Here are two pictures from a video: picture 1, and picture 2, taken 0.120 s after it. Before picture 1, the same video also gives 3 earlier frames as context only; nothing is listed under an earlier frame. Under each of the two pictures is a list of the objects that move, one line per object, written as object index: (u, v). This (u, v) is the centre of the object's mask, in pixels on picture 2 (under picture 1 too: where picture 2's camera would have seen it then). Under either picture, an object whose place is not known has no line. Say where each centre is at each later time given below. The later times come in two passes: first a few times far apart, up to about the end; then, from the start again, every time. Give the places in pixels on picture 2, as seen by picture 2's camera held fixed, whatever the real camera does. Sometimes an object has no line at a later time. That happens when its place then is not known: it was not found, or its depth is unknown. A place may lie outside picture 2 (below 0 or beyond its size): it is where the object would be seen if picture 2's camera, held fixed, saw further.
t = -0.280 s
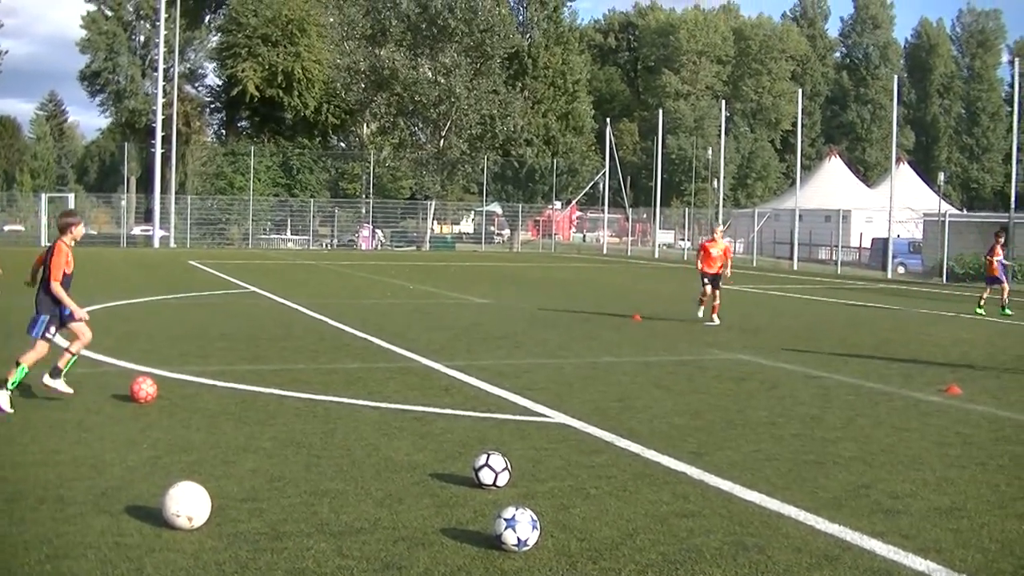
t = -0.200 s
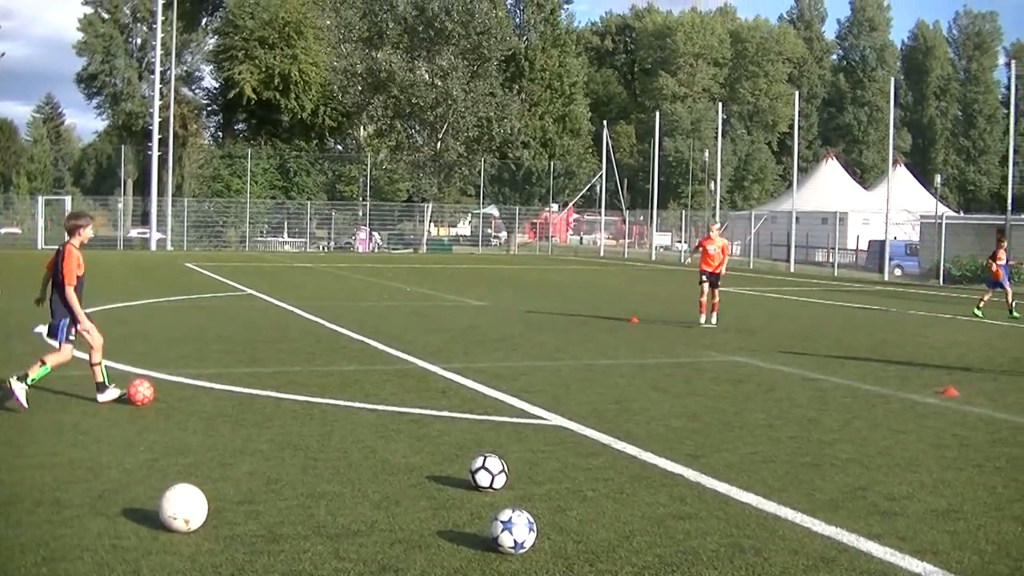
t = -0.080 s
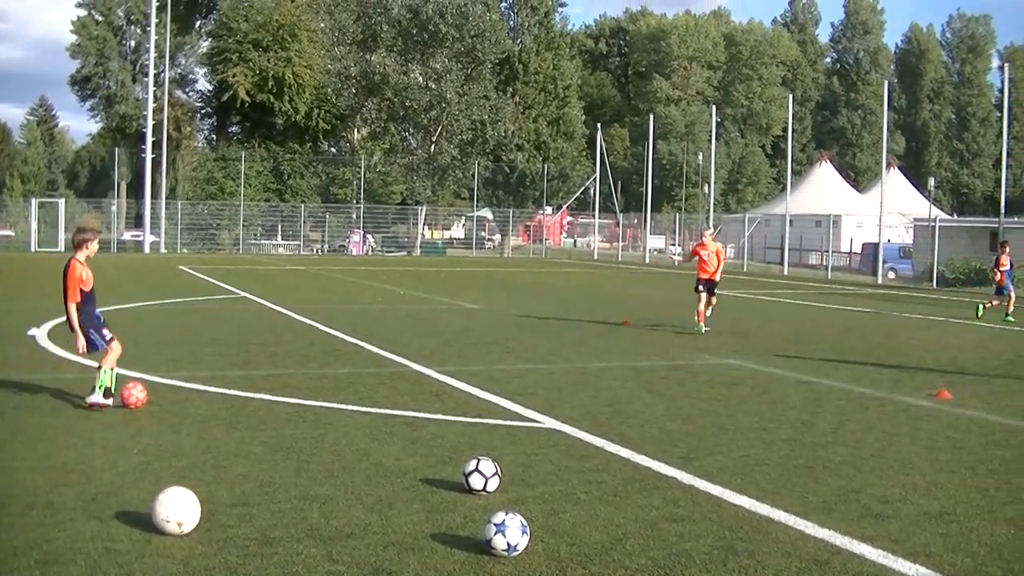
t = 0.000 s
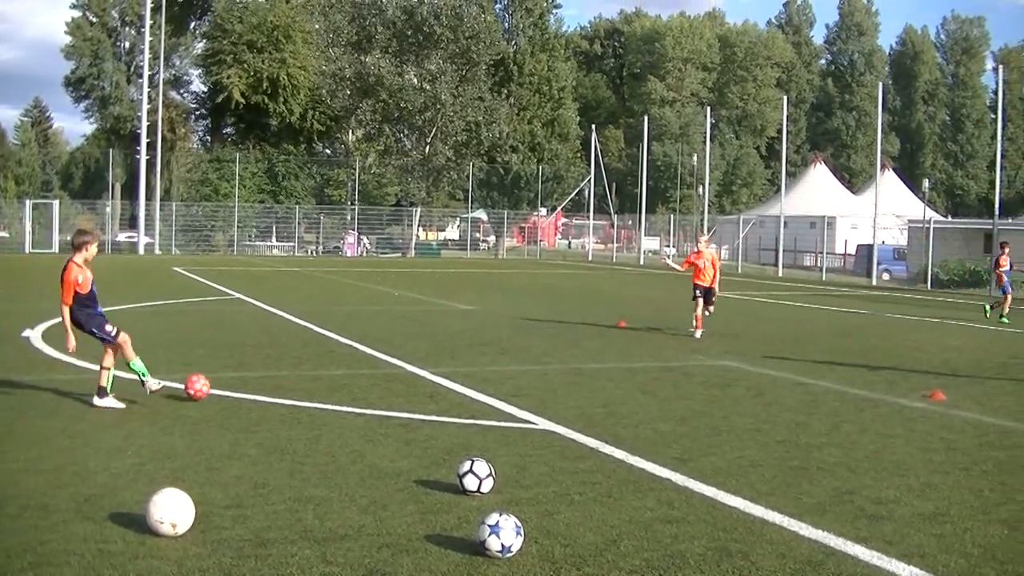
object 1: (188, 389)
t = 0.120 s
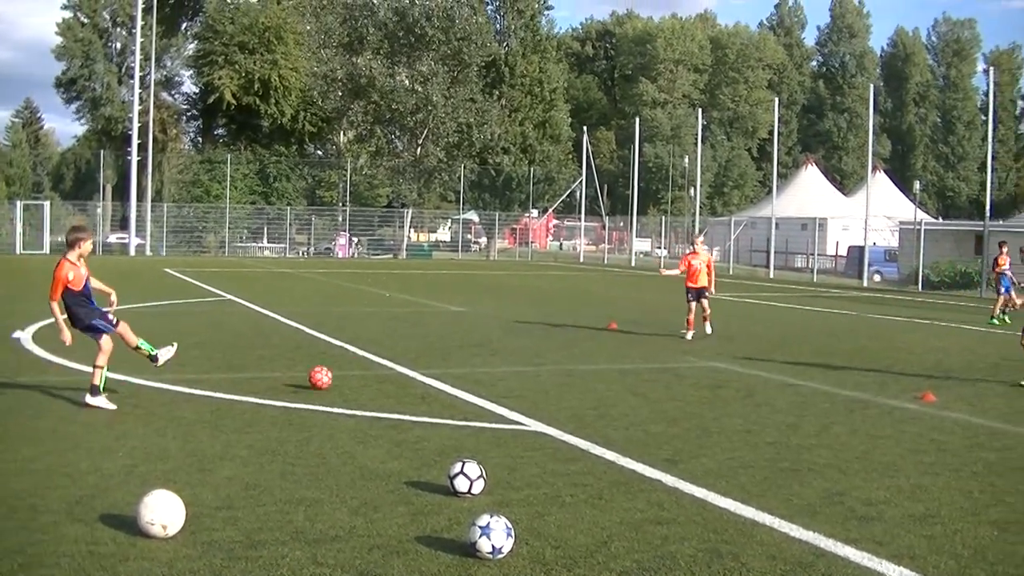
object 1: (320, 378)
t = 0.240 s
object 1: (419, 367)
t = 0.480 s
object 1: (557, 356)
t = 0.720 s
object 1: (647, 346)
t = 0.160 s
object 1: (355, 372)
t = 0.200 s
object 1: (388, 368)
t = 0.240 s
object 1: (419, 367)
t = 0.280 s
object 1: (448, 367)
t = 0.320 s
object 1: (473, 363)
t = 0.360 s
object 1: (496, 360)
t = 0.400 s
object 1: (517, 358)
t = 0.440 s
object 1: (538, 357)
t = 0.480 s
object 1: (557, 356)
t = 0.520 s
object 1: (574, 352)
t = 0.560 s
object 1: (590, 349)
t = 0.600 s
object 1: (605, 348)
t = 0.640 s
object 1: (619, 349)
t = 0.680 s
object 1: (633, 349)
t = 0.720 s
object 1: (647, 346)
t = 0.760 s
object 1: (660, 344)
